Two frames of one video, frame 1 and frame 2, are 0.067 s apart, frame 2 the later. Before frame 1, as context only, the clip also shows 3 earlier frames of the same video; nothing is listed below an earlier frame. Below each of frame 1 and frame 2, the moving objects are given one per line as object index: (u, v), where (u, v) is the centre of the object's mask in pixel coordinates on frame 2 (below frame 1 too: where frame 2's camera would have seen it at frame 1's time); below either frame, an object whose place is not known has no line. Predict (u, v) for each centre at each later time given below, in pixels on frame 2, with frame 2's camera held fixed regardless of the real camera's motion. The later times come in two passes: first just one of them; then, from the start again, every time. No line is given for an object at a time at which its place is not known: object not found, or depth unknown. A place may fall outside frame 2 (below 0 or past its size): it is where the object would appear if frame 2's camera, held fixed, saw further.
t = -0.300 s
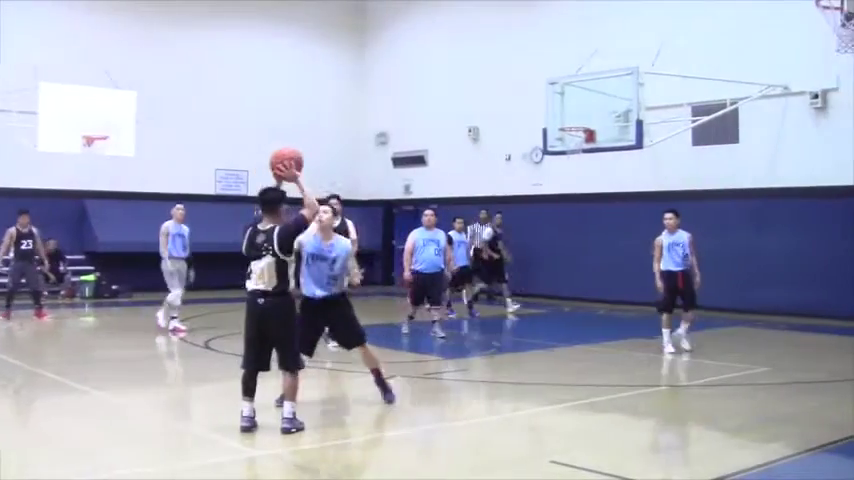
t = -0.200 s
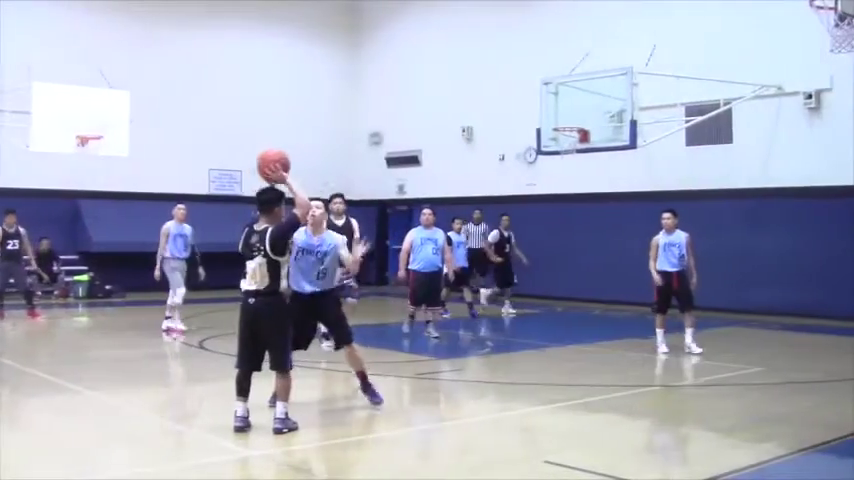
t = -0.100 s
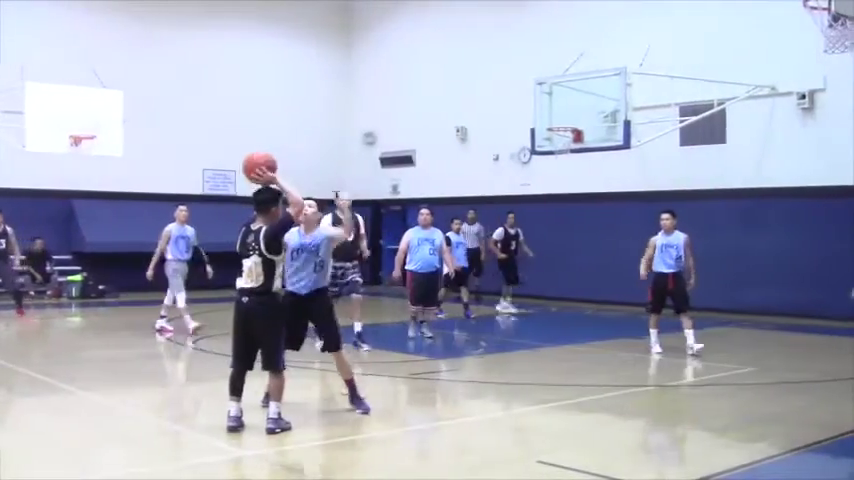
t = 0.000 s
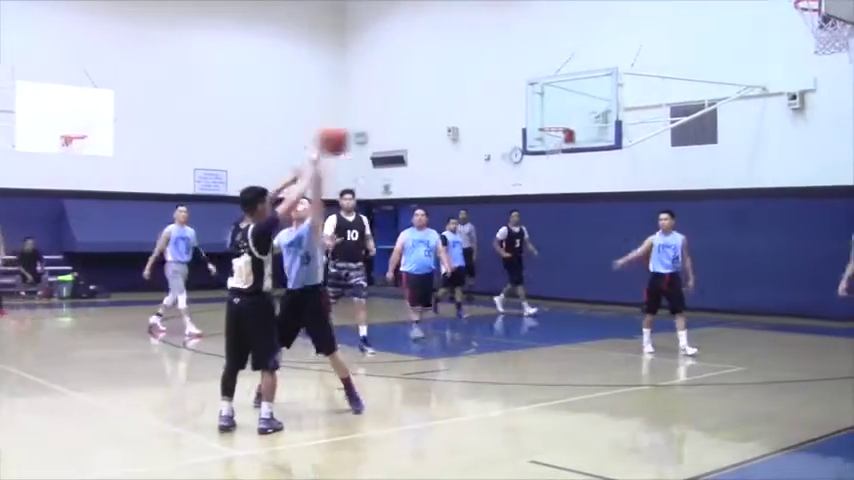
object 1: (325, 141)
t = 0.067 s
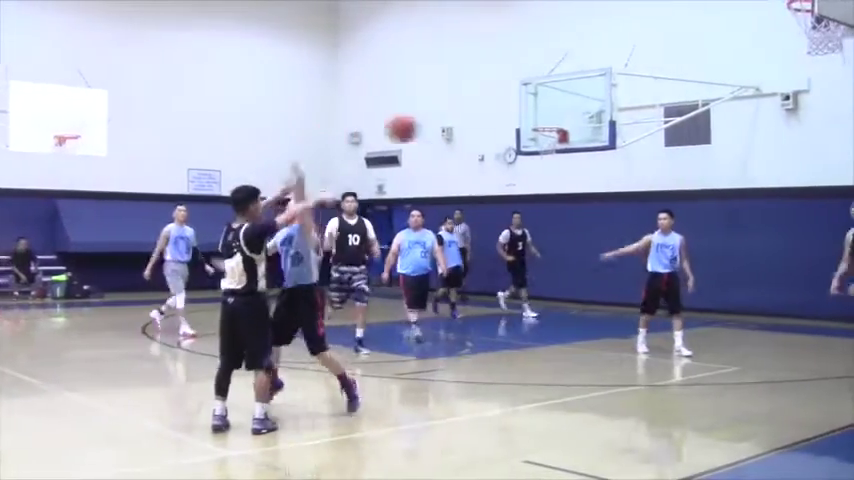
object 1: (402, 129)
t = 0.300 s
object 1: (631, 134)
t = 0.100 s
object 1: (439, 126)
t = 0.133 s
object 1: (473, 123)
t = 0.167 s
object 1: (506, 122)
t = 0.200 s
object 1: (539, 123)
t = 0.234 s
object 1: (570, 126)
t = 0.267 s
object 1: (603, 129)
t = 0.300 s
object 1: (631, 134)
